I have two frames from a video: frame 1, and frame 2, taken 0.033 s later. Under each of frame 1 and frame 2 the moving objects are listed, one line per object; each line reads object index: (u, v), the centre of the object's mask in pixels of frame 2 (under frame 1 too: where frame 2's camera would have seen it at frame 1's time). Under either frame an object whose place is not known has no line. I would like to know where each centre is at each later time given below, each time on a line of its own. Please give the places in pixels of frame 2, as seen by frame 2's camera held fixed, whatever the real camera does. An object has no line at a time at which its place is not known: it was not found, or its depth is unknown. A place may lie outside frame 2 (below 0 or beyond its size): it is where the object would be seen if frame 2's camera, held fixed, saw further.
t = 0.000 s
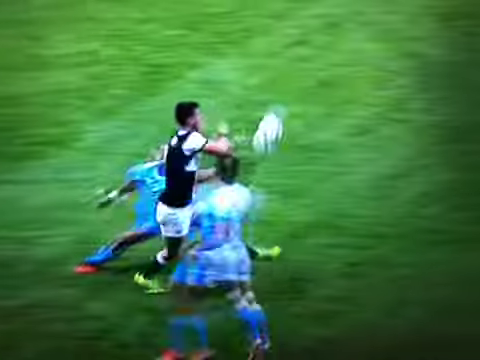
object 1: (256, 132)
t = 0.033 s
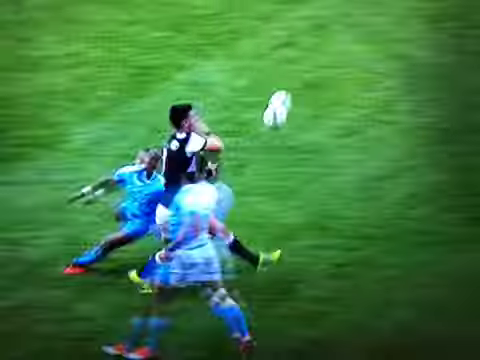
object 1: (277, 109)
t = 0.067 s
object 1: (299, 86)
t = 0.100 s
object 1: (314, 72)
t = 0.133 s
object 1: (337, 51)
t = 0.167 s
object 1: (353, 35)
